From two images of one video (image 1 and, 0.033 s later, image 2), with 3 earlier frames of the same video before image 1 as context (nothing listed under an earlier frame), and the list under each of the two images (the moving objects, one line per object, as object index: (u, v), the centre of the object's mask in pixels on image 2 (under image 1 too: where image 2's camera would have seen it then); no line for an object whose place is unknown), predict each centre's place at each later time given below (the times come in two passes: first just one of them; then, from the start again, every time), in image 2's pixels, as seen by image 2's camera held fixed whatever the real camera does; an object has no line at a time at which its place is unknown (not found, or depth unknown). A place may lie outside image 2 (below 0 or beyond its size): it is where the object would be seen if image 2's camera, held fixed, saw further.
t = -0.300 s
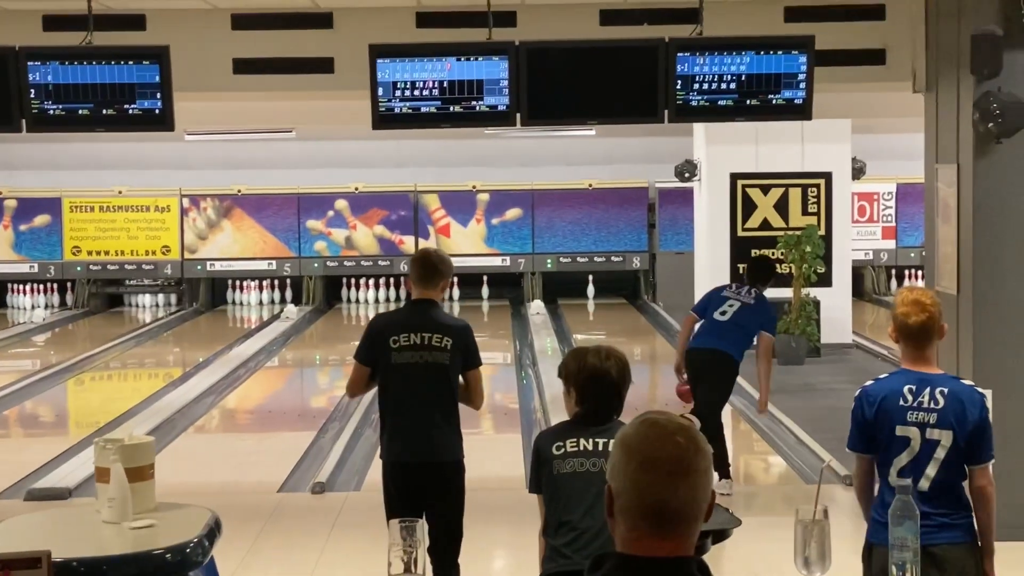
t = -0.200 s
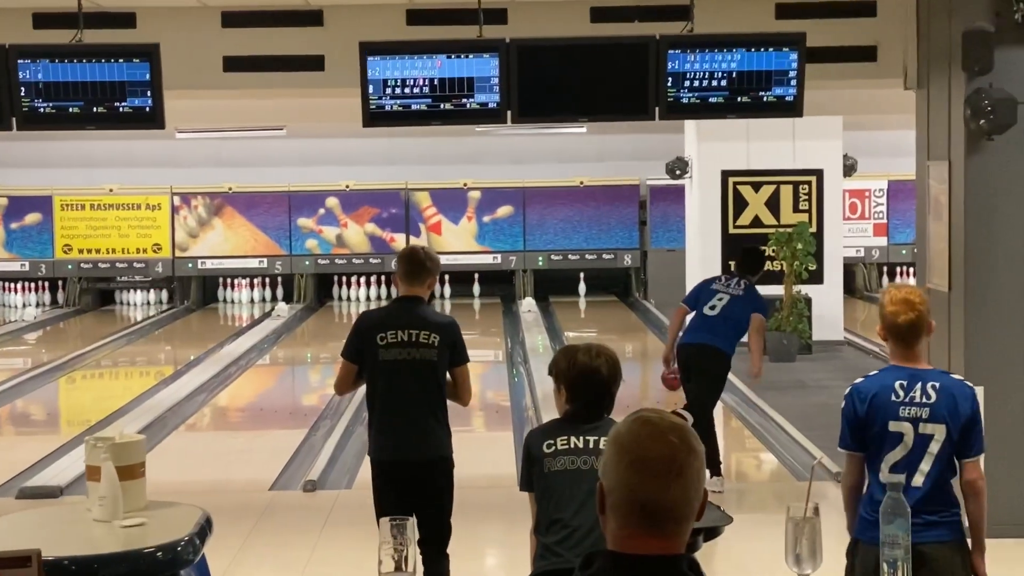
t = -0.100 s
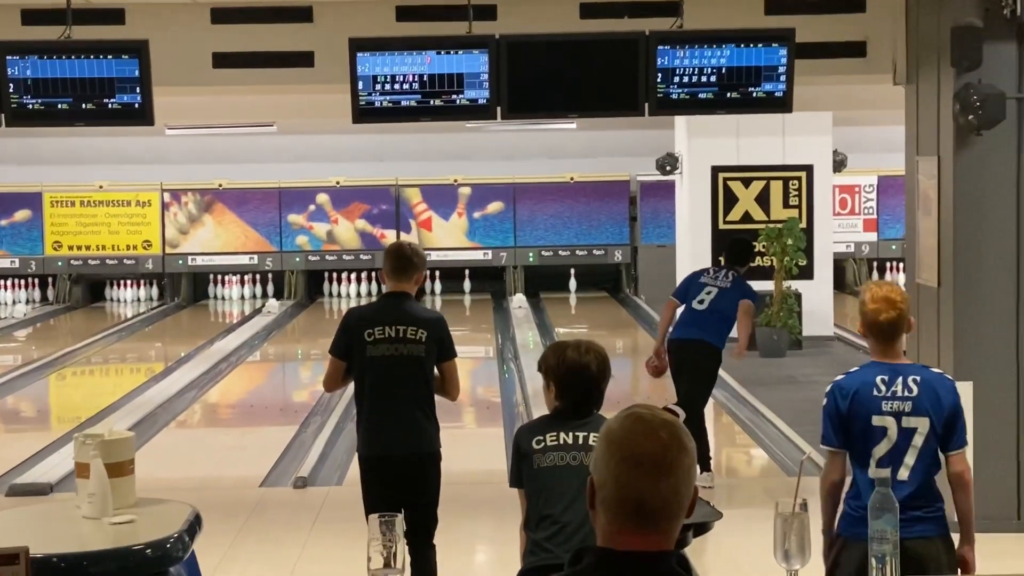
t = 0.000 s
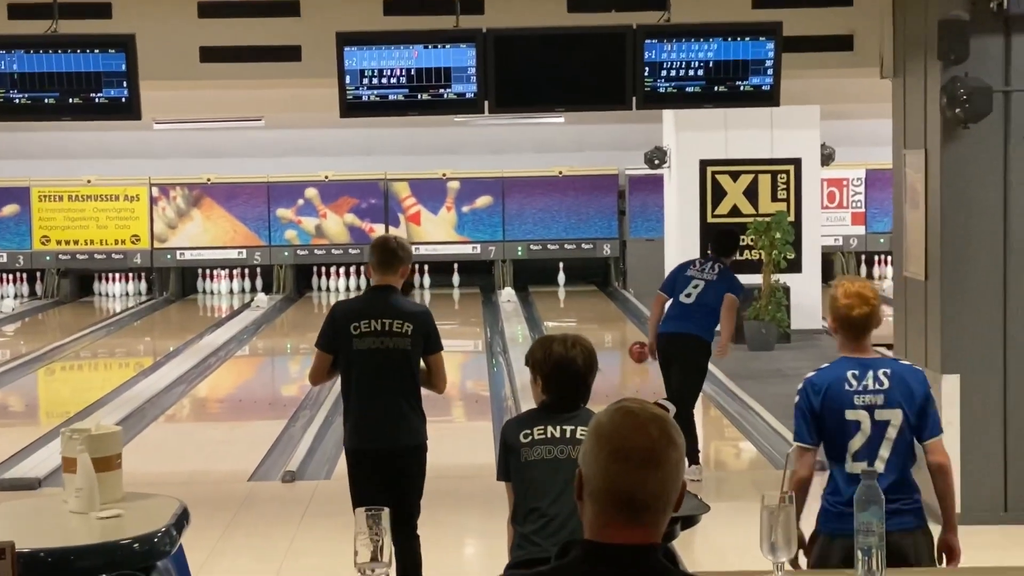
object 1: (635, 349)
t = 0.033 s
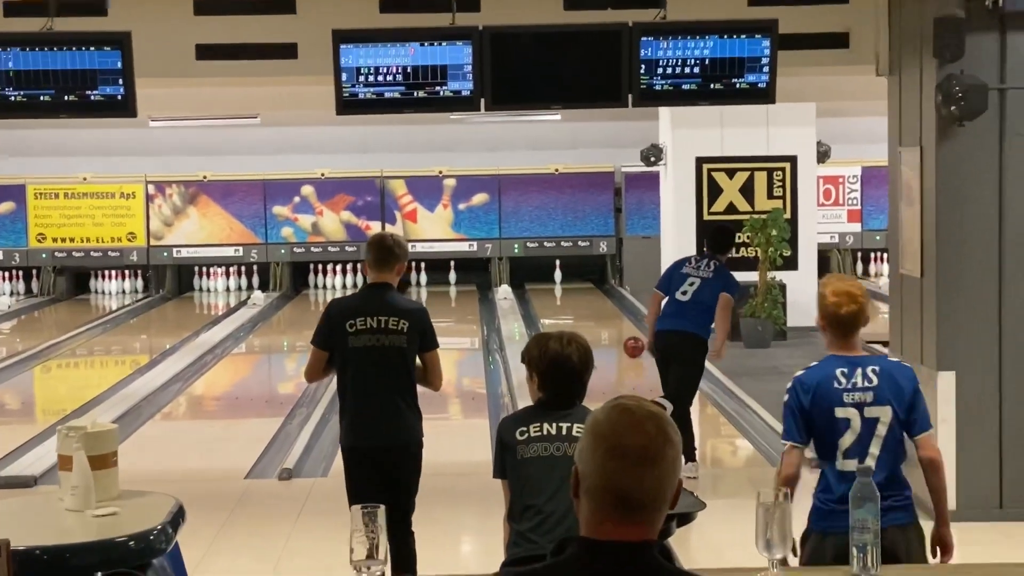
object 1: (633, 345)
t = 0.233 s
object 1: (619, 334)
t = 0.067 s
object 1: (632, 343)
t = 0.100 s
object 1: (630, 341)
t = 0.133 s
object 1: (627, 339)
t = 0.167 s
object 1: (624, 337)
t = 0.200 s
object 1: (621, 334)
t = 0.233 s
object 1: (619, 334)
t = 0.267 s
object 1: (617, 331)
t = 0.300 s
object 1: (615, 329)
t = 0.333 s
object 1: (612, 327)
